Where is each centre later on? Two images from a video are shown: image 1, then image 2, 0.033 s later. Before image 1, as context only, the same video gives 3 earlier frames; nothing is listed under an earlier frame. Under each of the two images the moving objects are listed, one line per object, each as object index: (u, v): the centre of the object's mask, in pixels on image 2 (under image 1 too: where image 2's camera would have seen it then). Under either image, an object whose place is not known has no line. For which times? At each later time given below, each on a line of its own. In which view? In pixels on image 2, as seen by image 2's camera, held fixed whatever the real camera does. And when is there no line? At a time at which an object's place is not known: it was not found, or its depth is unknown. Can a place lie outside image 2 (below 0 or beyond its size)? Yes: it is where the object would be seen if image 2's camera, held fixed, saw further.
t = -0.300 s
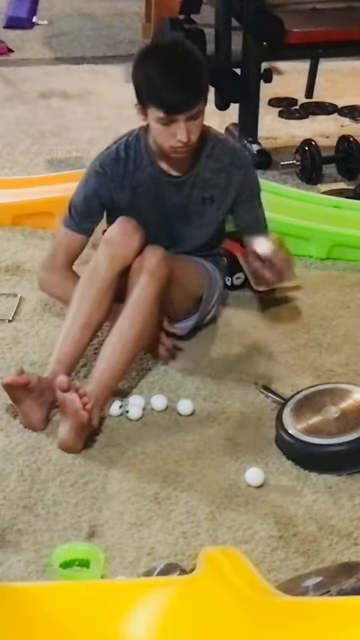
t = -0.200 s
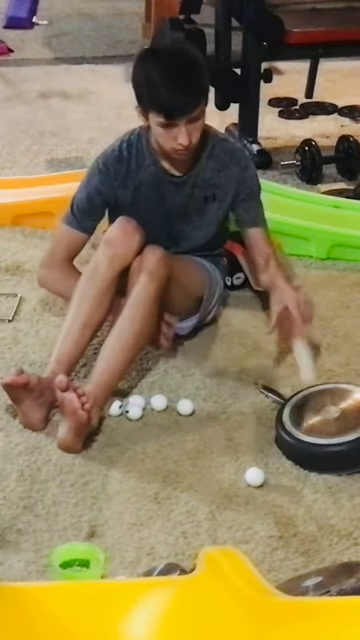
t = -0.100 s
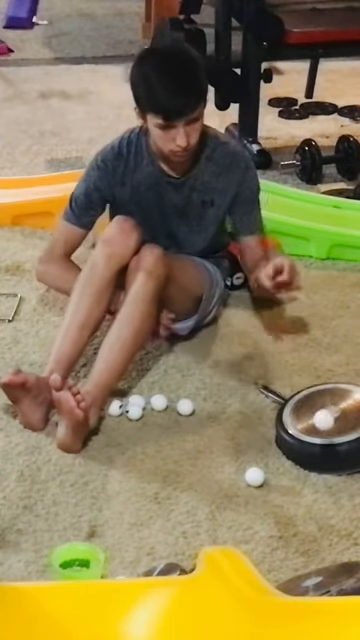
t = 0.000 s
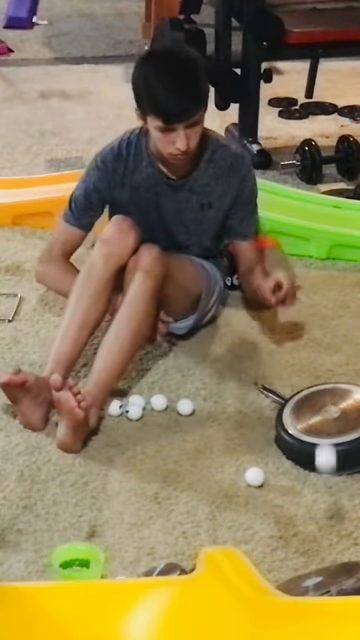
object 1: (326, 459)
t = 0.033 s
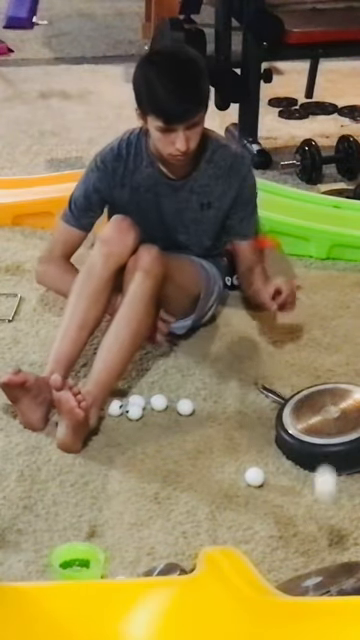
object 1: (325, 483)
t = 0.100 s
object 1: (324, 554)
